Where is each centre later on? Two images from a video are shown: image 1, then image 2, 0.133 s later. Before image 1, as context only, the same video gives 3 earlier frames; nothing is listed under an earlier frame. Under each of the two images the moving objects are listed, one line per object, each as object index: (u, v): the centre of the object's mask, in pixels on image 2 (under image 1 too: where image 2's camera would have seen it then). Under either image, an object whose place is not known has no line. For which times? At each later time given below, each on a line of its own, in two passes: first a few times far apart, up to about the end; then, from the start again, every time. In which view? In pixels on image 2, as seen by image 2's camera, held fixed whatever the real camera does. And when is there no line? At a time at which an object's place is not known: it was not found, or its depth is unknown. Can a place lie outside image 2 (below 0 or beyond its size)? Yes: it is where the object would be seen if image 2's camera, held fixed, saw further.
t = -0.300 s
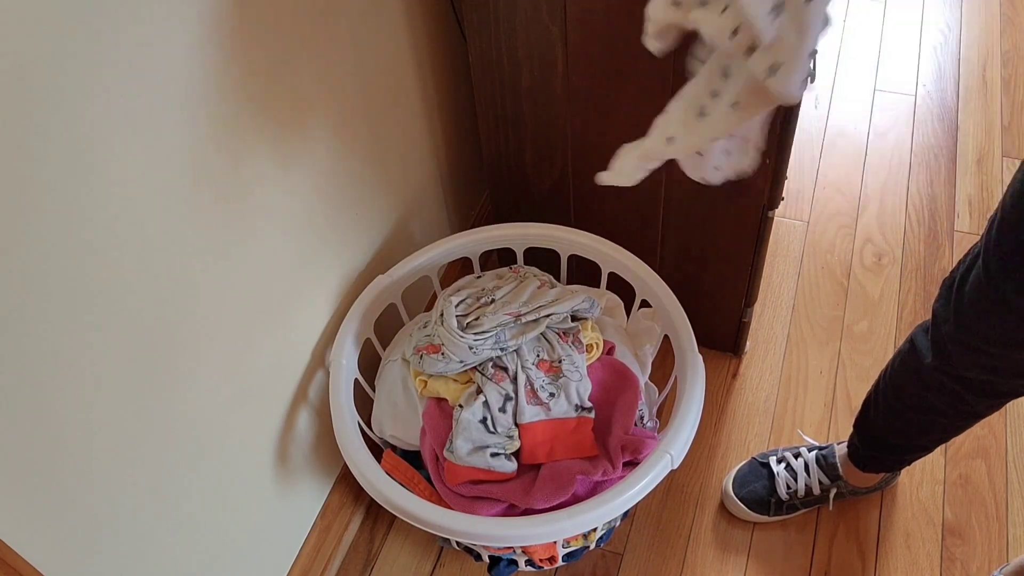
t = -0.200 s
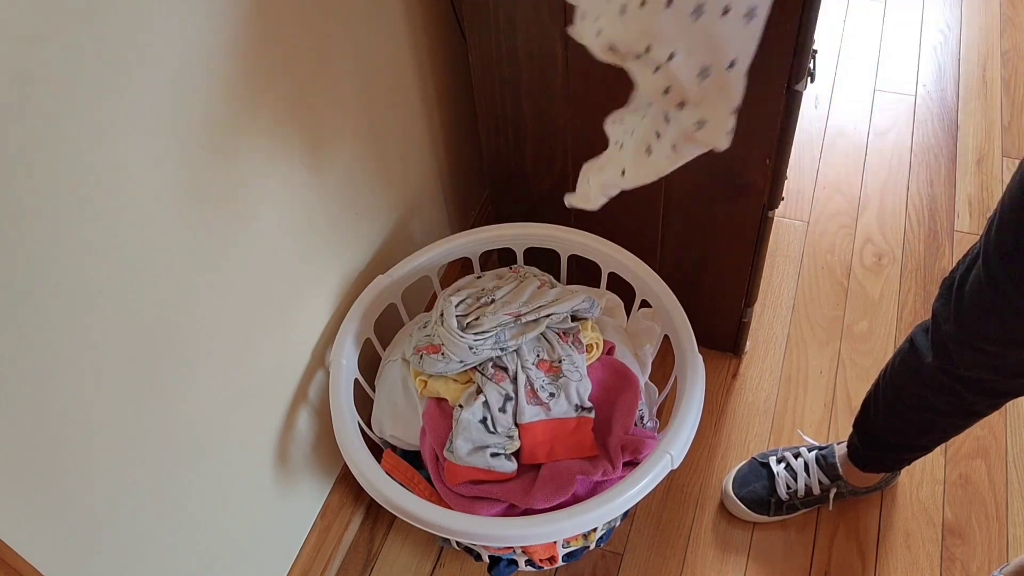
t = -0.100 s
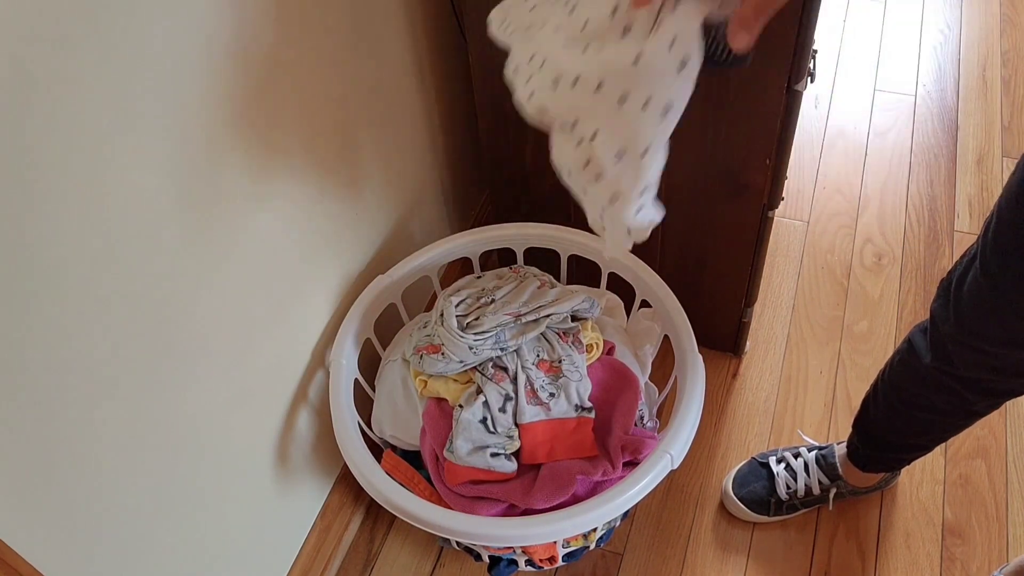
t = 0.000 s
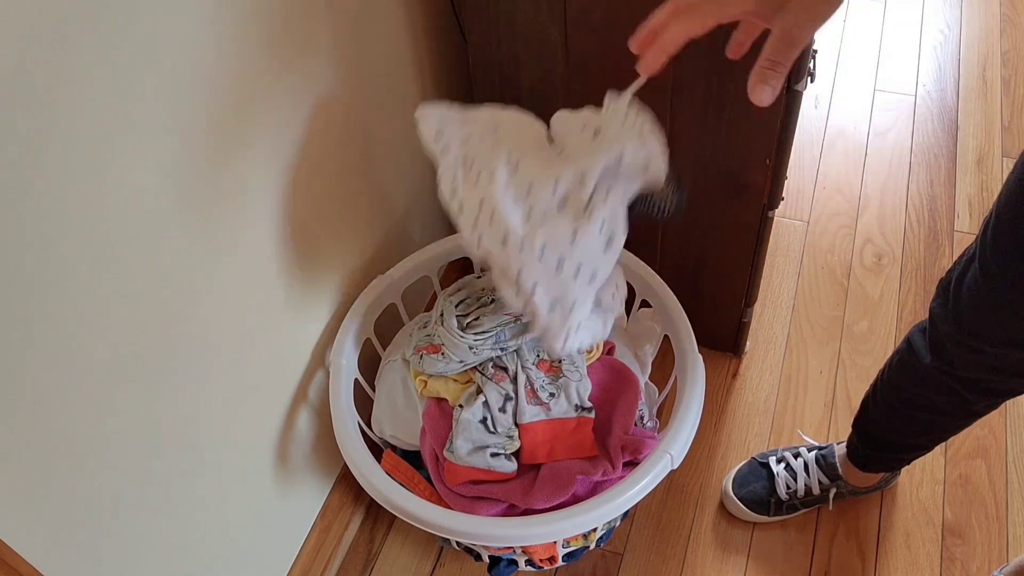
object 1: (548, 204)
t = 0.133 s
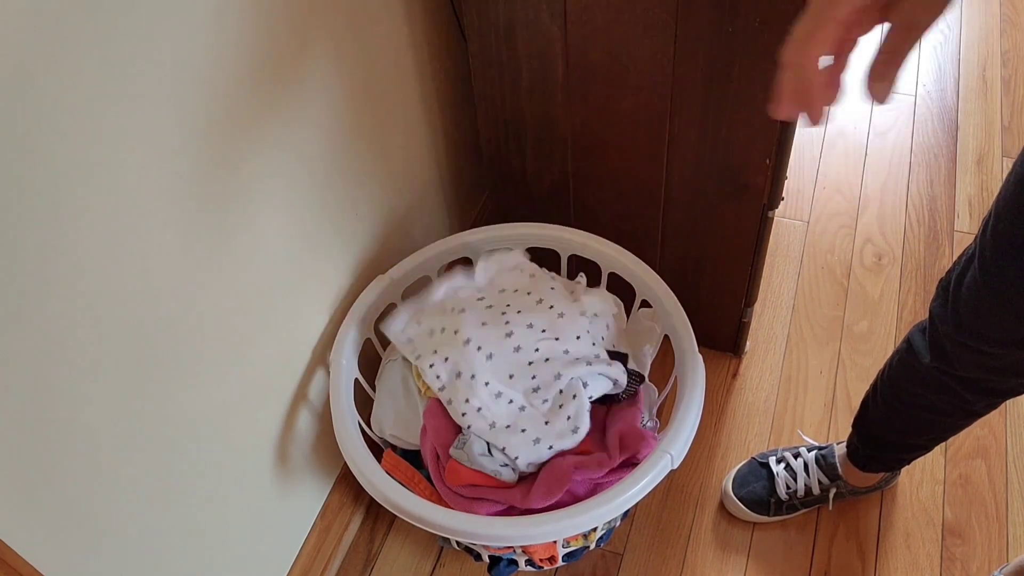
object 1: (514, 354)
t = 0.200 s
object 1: (521, 362)
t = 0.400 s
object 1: (522, 360)
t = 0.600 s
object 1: (522, 360)
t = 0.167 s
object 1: (522, 365)
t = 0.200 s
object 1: (521, 362)
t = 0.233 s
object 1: (521, 361)
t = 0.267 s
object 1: (522, 360)
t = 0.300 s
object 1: (522, 360)
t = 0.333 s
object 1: (522, 361)
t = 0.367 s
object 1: (522, 360)
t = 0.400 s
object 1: (522, 360)
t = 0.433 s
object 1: (522, 360)
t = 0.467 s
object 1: (522, 360)
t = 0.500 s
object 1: (522, 360)
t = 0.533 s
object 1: (522, 360)
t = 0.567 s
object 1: (522, 360)
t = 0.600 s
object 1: (522, 360)
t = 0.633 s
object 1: (522, 360)
